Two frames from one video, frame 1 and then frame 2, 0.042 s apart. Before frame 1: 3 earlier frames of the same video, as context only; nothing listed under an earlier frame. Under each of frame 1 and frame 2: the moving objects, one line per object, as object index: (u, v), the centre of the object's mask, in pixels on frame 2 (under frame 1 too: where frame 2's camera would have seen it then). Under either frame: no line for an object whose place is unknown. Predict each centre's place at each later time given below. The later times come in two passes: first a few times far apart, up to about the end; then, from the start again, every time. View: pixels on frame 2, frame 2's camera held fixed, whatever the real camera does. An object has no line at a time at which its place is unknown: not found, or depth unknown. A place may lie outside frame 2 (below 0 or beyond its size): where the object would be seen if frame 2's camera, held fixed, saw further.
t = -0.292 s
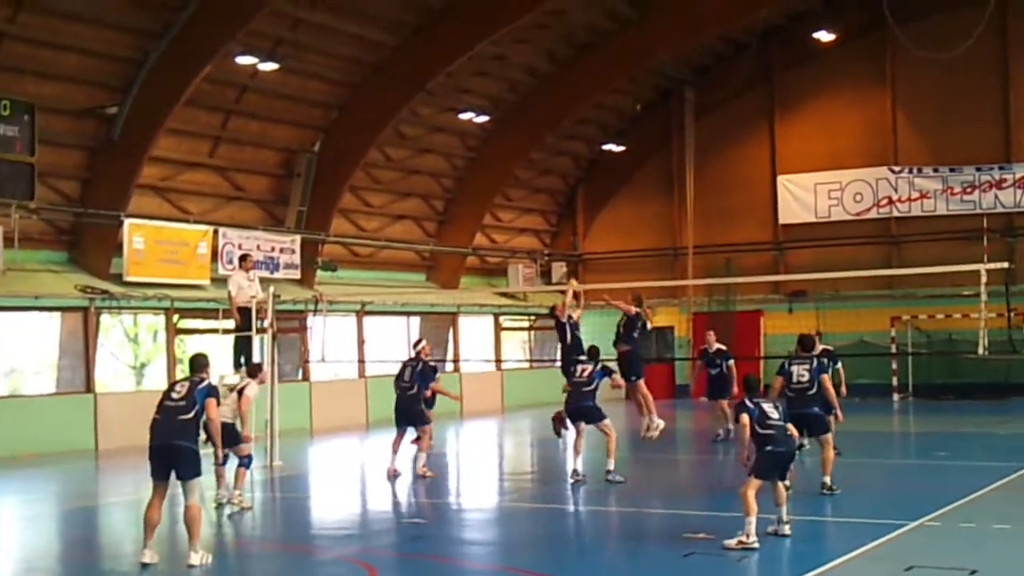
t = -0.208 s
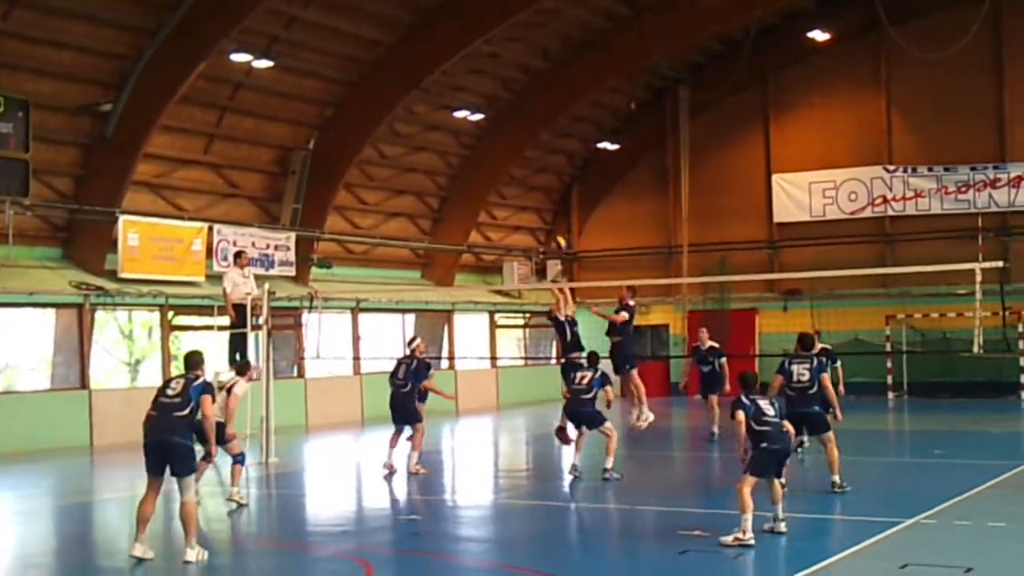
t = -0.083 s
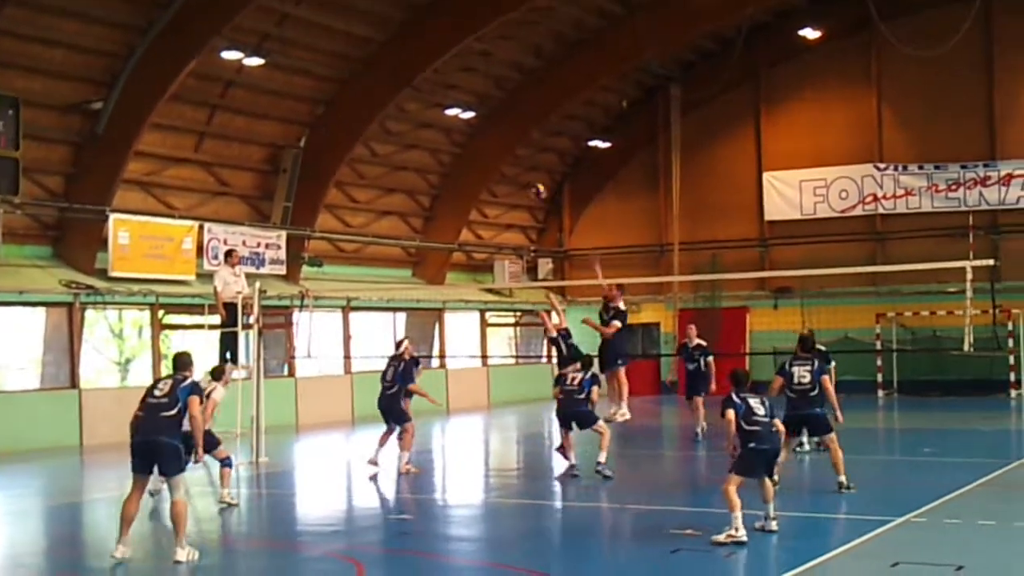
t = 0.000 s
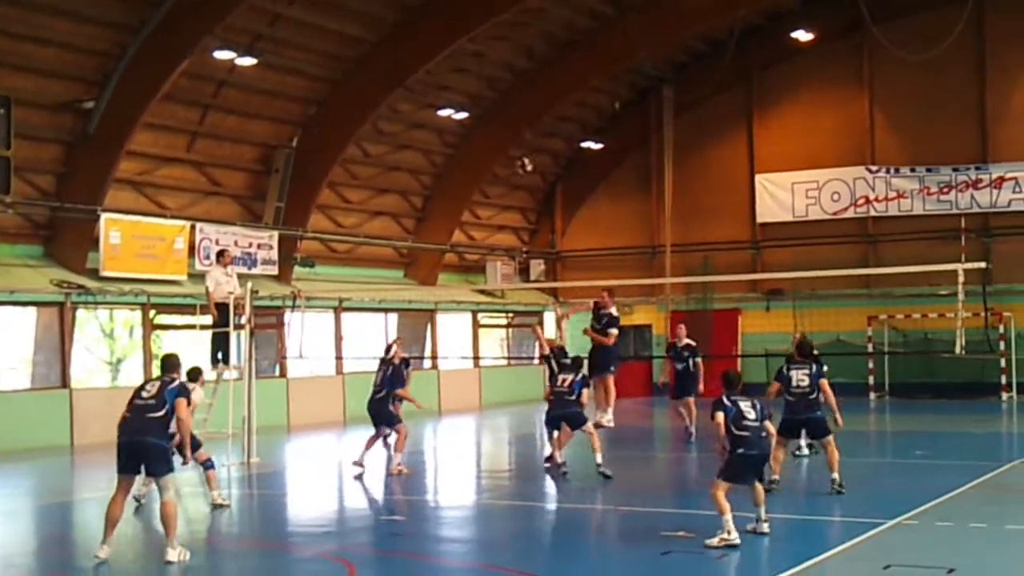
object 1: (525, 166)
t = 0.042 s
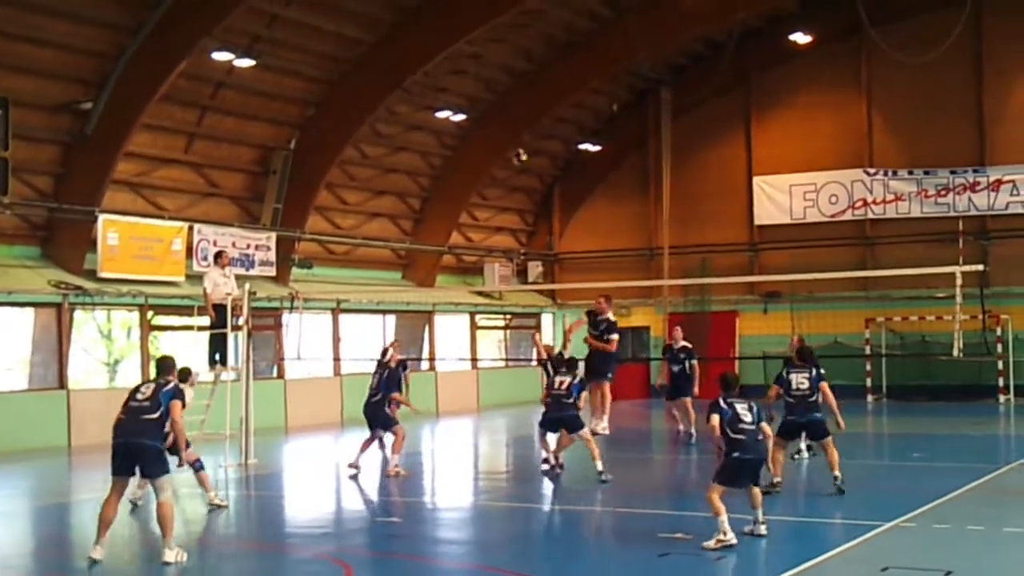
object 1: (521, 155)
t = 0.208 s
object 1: (508, 125)
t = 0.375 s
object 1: (493, 113)
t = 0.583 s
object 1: (480, 131)
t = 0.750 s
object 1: (470, 165)
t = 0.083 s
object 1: (519, 145)
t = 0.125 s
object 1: (516, 136)
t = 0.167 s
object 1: (511, 131)
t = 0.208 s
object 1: (508, 125)
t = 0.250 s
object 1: (502, 116)
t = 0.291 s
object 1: (499, 114)
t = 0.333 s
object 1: (496, 113)
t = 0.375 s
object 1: (493, 113)
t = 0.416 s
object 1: (490, 114)
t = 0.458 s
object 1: (487, 116)
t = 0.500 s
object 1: (485, 120)
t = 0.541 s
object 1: (483, 125)
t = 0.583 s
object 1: (480, 131)
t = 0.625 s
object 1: (477, 138)
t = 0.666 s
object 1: (475, 146)
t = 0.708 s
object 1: (472, 155)
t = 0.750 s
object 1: (470, 165)
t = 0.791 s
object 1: (468, 176)
